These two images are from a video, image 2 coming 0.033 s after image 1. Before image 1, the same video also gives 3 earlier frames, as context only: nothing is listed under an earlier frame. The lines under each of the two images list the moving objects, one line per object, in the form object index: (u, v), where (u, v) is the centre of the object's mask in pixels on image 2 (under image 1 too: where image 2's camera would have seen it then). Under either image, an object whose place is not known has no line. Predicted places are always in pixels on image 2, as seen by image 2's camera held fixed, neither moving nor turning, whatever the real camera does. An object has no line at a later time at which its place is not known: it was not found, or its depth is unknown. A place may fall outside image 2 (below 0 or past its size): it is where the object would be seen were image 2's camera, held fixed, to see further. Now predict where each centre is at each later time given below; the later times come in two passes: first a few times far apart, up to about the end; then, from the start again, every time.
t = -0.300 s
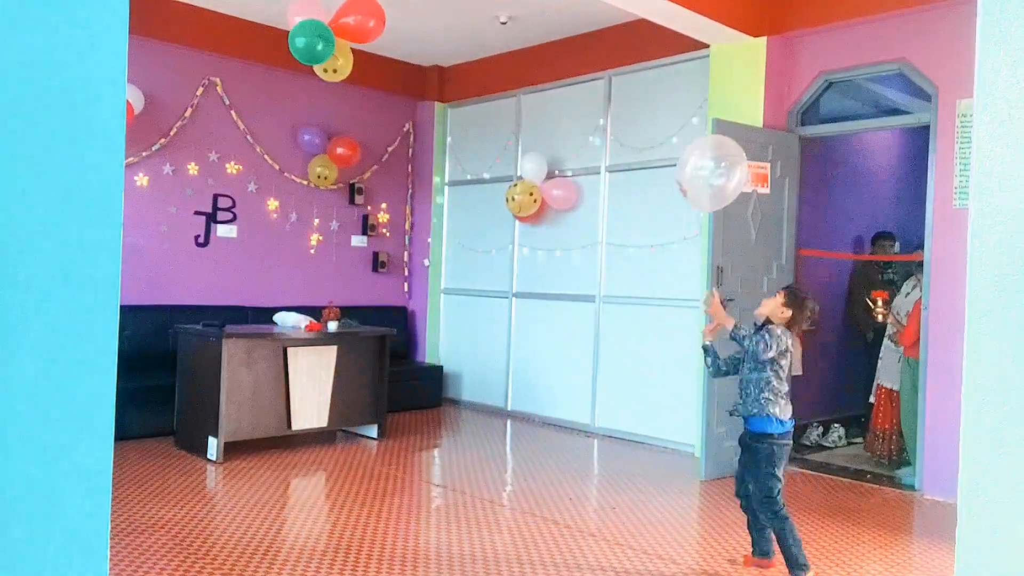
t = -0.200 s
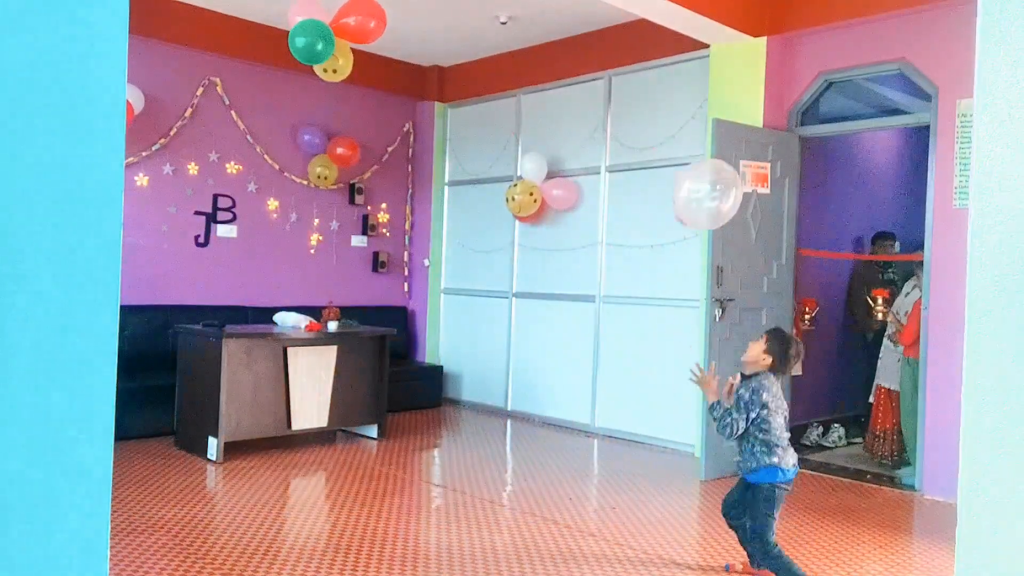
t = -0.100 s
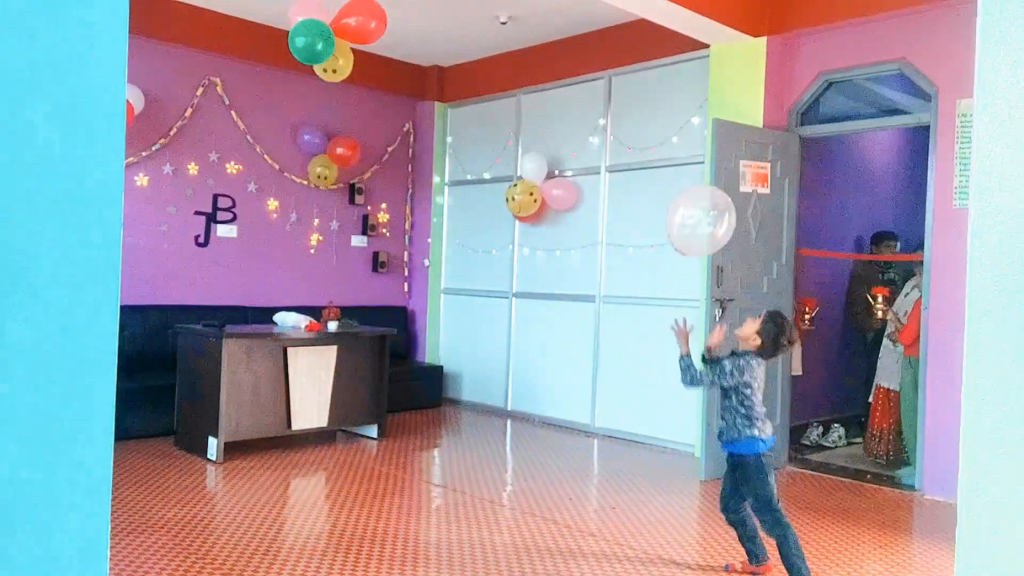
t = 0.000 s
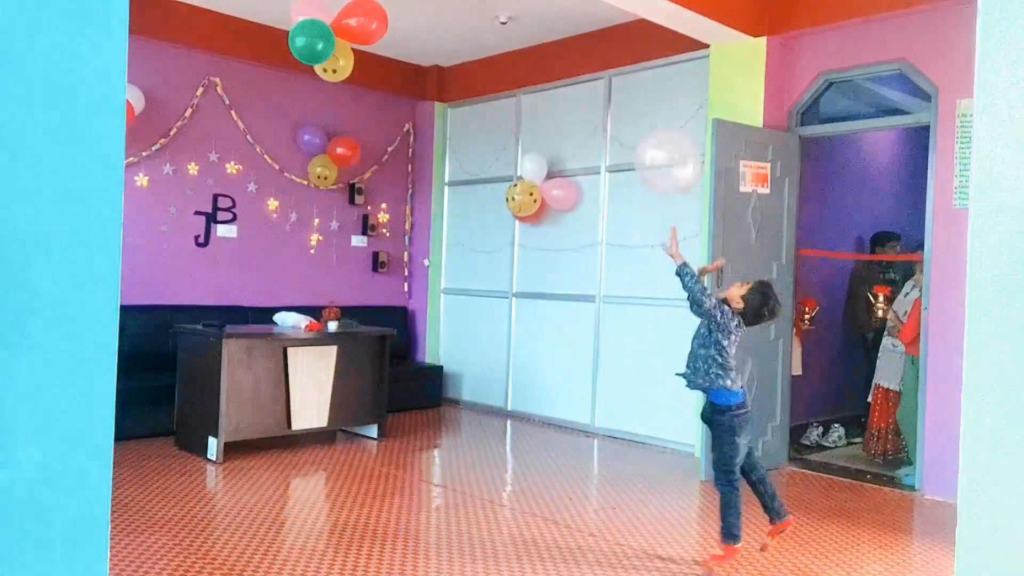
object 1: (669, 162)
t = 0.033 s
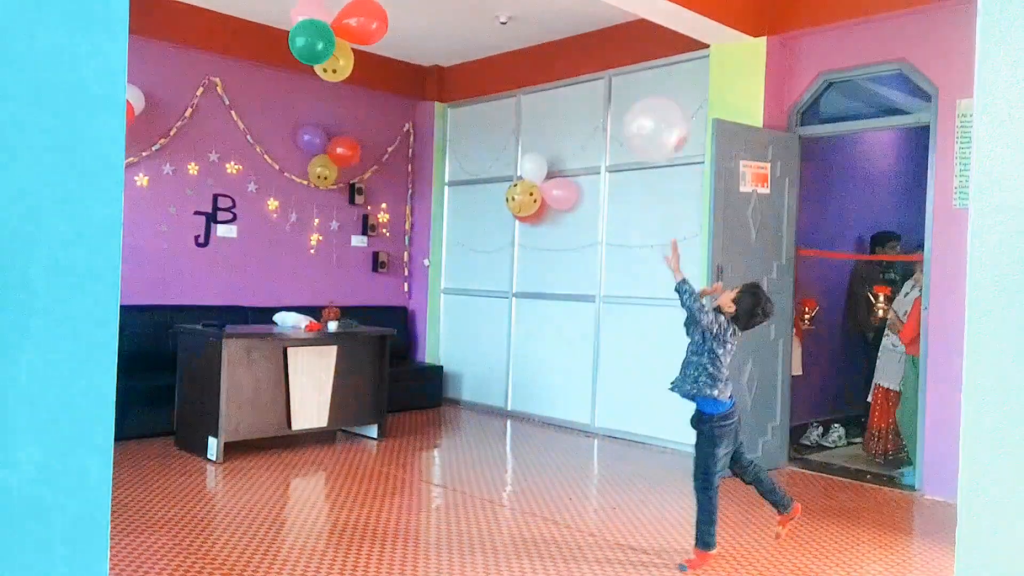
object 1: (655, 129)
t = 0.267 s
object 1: (628, 27)
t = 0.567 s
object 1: (628, 49)
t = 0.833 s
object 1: (636, 144)
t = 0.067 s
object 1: (643, 102)
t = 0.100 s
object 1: (638, 79)
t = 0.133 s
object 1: (634, 60)
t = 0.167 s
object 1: (631, 46)
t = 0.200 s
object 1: (628, 38)
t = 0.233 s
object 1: (627, 36)
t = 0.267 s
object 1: (628, 27)
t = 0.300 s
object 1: (627, 25)
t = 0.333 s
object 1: (626, 24)
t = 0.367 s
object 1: (626, 24)
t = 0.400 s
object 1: (626, 25)
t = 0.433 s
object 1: (626, 28)
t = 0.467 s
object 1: (627, 32)
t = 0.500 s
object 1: (628, 38)
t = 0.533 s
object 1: (628, 45)
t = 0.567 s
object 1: (628, 49)
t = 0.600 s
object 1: (629, 57)
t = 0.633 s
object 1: (630, 66)
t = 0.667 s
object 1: (631, 76)
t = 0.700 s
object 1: (632, 87)
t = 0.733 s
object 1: (632, 99)
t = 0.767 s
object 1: (632, 113)
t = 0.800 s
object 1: (633, 129)
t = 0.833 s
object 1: (636, 144)
